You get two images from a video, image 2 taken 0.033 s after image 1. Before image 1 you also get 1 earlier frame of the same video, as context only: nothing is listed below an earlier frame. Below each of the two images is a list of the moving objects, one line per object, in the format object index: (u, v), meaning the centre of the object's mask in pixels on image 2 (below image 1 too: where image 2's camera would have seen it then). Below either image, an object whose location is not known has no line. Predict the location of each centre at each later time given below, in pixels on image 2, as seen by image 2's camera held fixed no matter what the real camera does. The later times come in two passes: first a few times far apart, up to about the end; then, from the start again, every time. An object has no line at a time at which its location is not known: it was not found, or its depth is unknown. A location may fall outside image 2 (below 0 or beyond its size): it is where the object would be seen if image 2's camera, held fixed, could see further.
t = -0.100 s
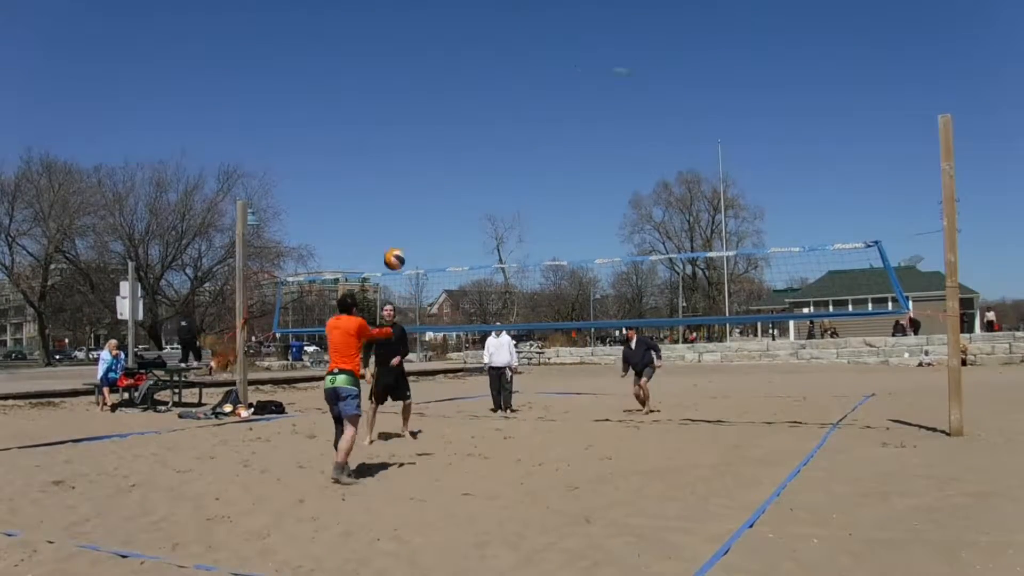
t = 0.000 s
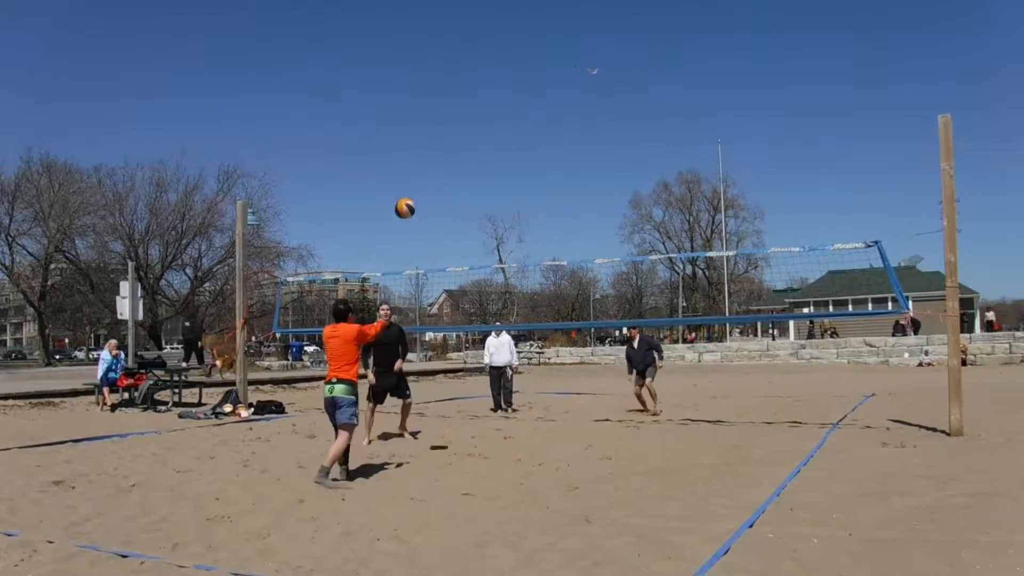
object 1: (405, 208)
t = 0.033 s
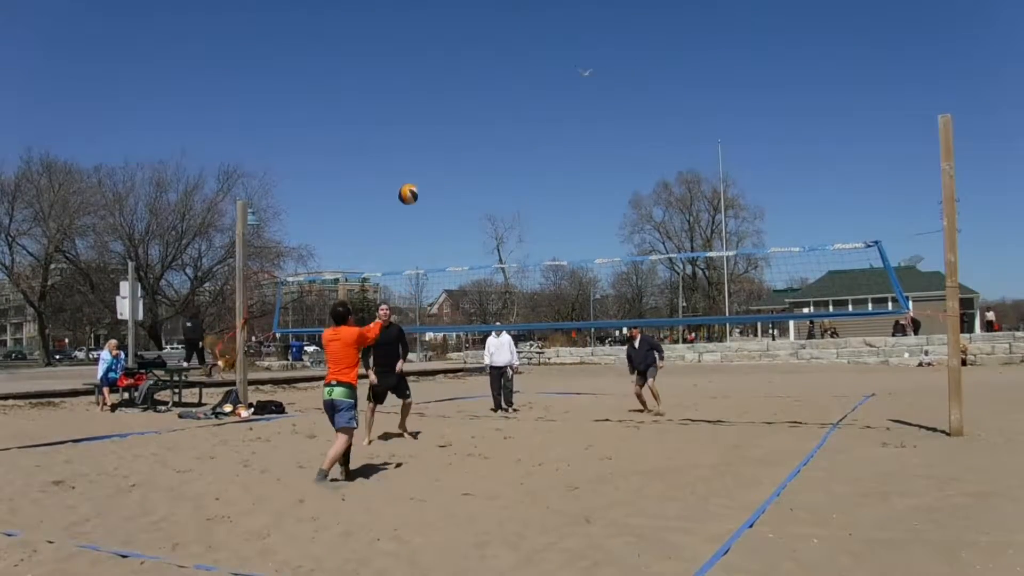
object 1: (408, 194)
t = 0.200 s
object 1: (423, 144)
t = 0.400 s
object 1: (439, 124)
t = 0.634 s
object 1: (453, 146)
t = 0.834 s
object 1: (460, 200)
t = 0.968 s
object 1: (464, 252)
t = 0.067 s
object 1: (411, 182)
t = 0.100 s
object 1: (414, 170)
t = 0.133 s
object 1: (417, 160)
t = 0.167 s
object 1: (420, 152)
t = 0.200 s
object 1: (423, 144)
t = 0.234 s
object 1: (426, 138)
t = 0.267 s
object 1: (429, 133)
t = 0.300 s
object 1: (432, 129)
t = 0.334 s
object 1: (434, 126)
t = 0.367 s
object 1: (437, 125)
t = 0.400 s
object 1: (439, 124)
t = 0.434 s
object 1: (442, 124)
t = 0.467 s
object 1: (444, 125)
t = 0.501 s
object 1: (446, 128)
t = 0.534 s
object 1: (447, 131)
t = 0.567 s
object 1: (449, 135)
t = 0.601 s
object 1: (451, 140)
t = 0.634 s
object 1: (453, 146)
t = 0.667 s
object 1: (454, 153)
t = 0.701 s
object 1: (455, 160)
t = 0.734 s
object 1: (456, 169)
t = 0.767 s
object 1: (458, 179)
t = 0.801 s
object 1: (459, 189)
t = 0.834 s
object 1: (460, 200)
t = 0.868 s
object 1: (461, 212)
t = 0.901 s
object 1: (462, 225)
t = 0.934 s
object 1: (463, 238)
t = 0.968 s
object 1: (464, 252)
